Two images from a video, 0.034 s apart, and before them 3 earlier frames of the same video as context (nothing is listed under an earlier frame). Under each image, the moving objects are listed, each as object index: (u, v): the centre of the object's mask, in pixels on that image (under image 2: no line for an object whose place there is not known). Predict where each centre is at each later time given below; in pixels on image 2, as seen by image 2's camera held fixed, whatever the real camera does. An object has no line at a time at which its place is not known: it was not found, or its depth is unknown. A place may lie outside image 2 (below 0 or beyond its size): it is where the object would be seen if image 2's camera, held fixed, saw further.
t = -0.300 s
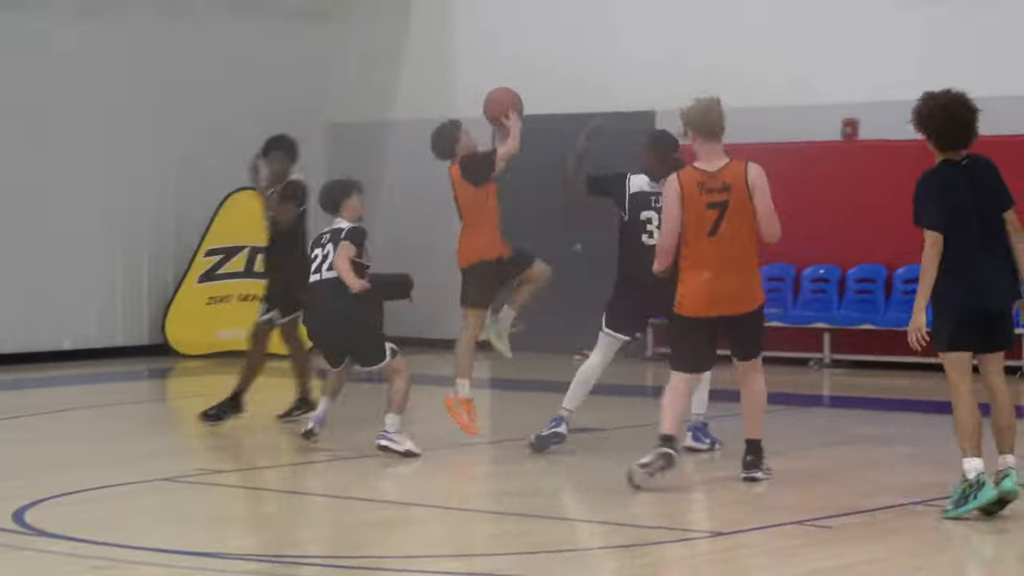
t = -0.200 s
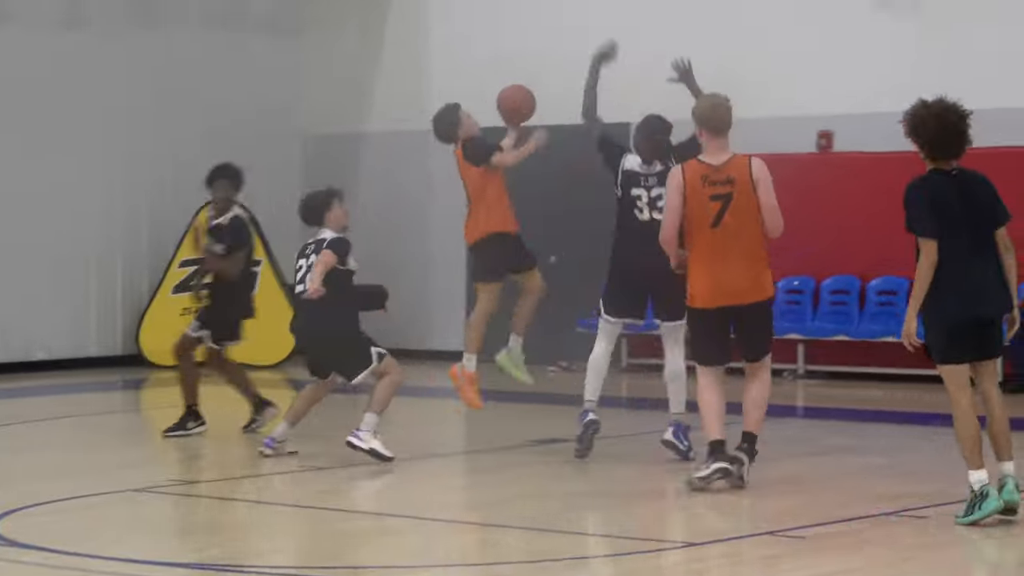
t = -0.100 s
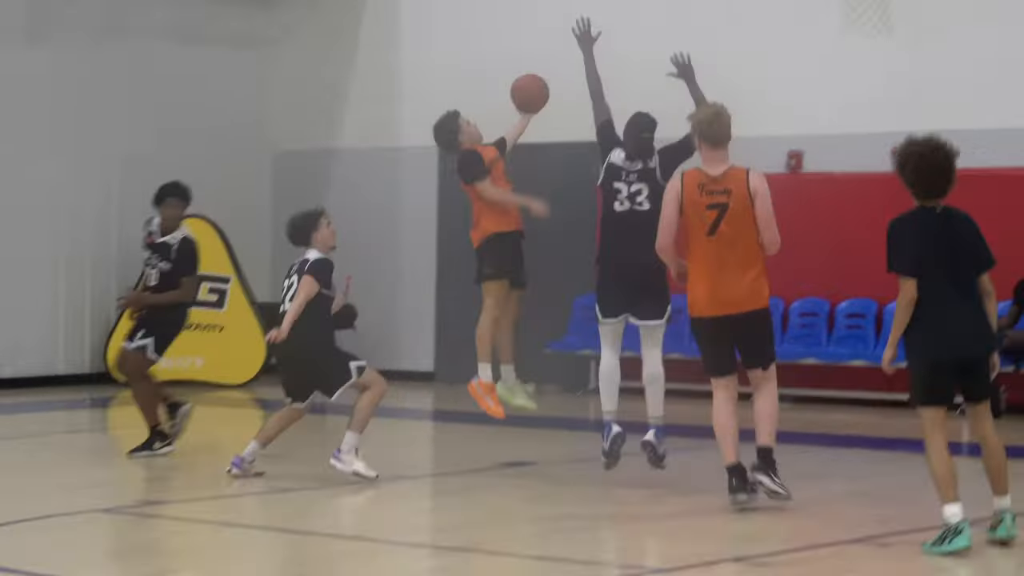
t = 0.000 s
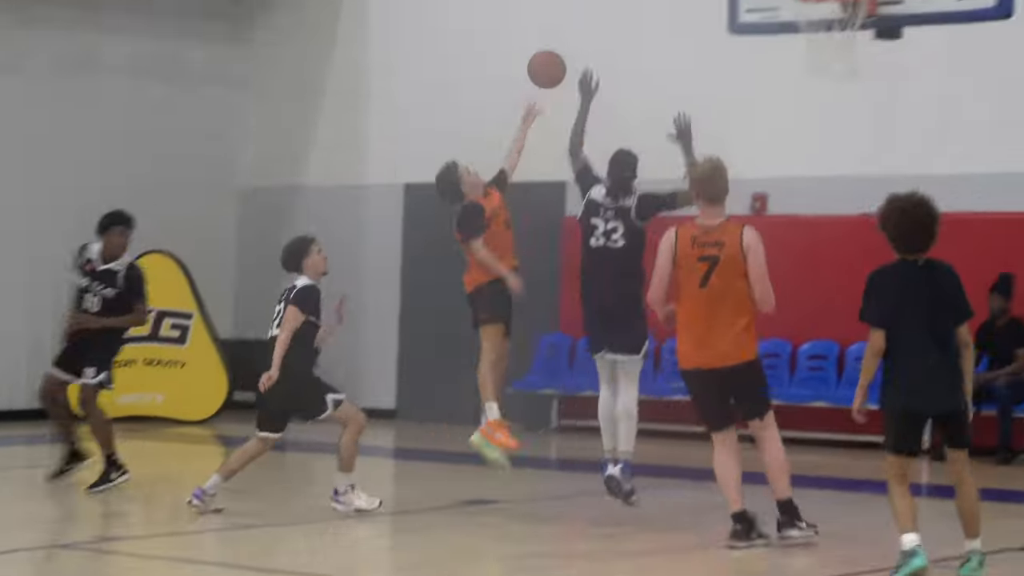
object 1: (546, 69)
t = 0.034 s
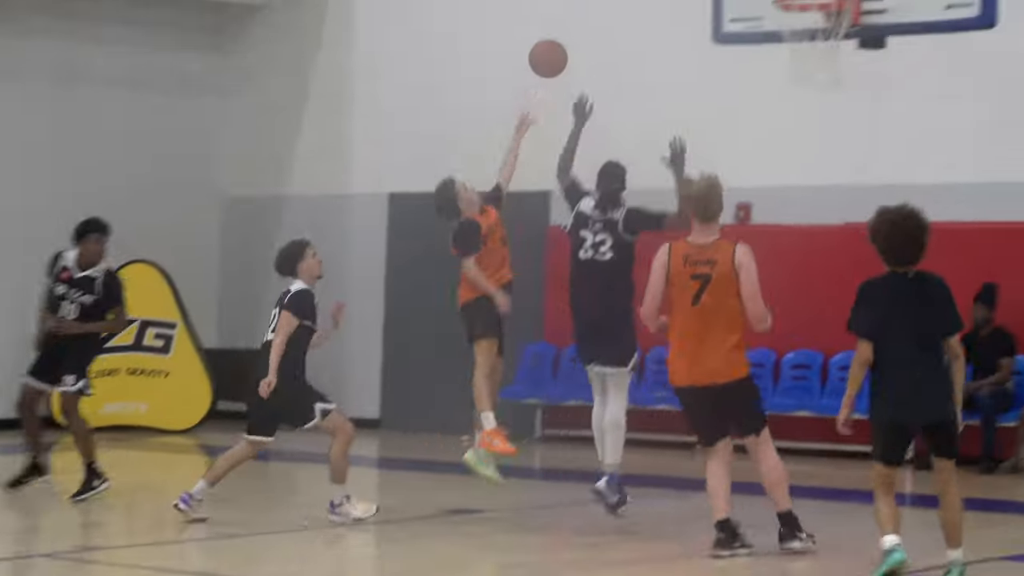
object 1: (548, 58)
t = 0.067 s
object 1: (566, 41)
